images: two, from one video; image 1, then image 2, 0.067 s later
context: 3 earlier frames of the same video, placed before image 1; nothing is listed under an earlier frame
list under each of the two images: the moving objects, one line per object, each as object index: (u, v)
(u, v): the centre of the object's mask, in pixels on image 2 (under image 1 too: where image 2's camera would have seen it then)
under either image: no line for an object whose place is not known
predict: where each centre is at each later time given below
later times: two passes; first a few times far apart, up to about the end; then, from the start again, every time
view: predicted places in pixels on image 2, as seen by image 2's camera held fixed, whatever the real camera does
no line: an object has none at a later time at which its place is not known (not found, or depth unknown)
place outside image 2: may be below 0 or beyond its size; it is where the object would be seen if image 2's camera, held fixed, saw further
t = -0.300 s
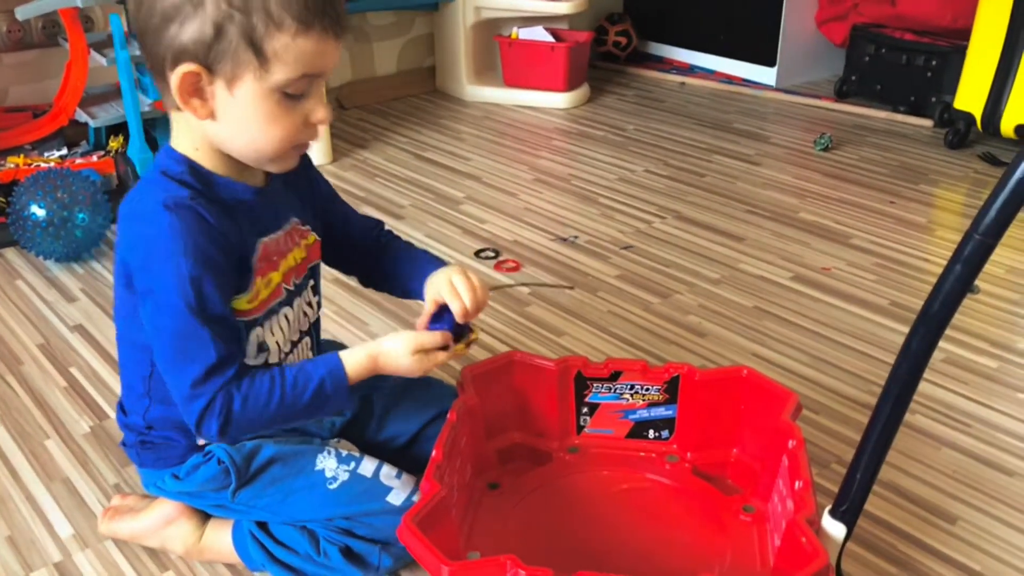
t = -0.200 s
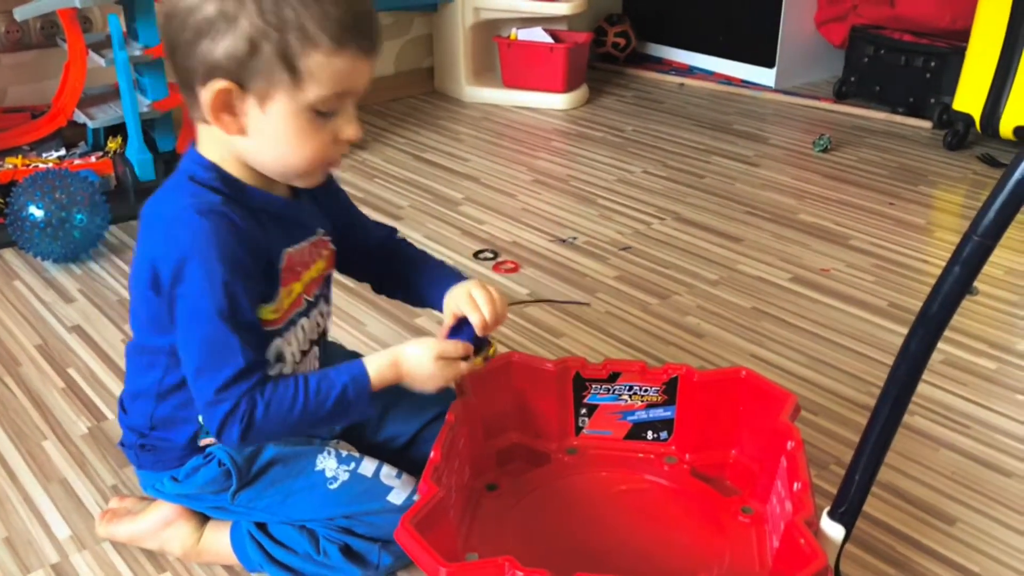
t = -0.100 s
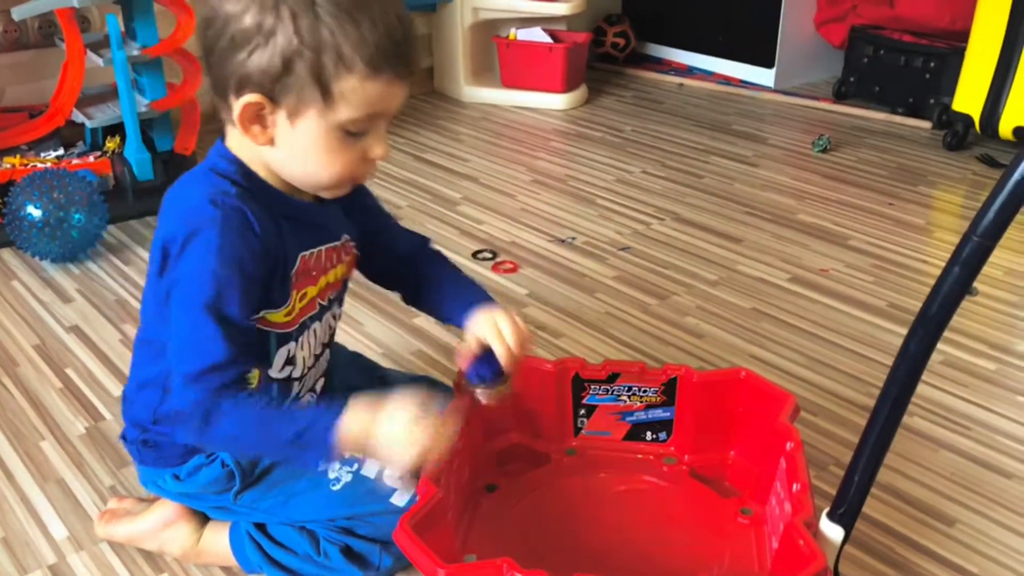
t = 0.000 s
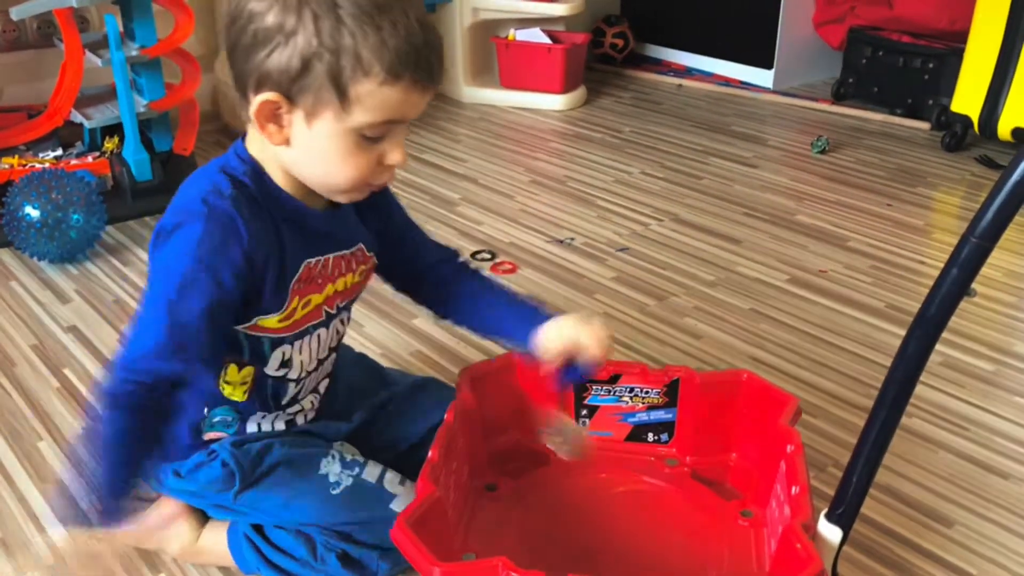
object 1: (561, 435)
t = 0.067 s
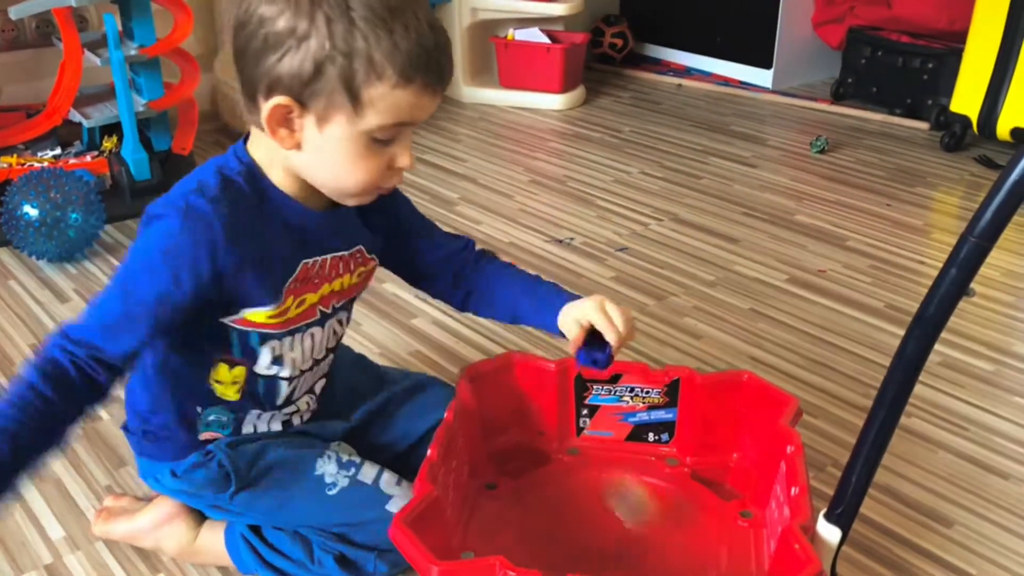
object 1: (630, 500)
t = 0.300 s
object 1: (734, 502)
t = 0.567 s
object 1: (601, 499)
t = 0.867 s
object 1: (579, 534)
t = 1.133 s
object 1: (655, 541)
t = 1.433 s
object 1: (645, 504)
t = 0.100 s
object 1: (660, 519)
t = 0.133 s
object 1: (683, 498)
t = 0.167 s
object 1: (702, 484)
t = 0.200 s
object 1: (723, 479)
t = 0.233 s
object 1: (744, 484)
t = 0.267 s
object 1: (749, 493)
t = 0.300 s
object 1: (734, 502)
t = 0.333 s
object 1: (720, 497)
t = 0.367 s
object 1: (705, 498)
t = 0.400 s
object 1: (690, 502)
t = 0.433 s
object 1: (671, 500)
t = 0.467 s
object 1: (653, 502)
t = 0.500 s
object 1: (635, 501)
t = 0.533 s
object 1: (618, 500)
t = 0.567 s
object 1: (601, 499)
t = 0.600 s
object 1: (587, 498)
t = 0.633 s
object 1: (576, 499)
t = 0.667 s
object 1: (569, 502)
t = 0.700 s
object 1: (564, 506)
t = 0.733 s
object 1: (562, 510)
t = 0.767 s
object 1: (563, 516)
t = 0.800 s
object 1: (566, 522)
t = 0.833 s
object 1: (571, 528)
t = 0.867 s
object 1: (579, 534)
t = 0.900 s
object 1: (589, 540)
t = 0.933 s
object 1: (600, 544)
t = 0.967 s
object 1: (611, 546)
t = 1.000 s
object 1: (622, 548)
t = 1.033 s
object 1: (632, 548)
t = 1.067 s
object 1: (641, 547)
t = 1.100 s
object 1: (649, 545)
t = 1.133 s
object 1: (655, 541)
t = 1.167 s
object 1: (660, 537)
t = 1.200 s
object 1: (664, 532)
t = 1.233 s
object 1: (666, 527)
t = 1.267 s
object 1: (667, 522)
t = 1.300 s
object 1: (666, 517)
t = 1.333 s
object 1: (663, 512)
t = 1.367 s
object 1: (659, 509)
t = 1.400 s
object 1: (653, 505)
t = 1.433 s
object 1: (645, 504)
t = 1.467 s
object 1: (636, 504)
